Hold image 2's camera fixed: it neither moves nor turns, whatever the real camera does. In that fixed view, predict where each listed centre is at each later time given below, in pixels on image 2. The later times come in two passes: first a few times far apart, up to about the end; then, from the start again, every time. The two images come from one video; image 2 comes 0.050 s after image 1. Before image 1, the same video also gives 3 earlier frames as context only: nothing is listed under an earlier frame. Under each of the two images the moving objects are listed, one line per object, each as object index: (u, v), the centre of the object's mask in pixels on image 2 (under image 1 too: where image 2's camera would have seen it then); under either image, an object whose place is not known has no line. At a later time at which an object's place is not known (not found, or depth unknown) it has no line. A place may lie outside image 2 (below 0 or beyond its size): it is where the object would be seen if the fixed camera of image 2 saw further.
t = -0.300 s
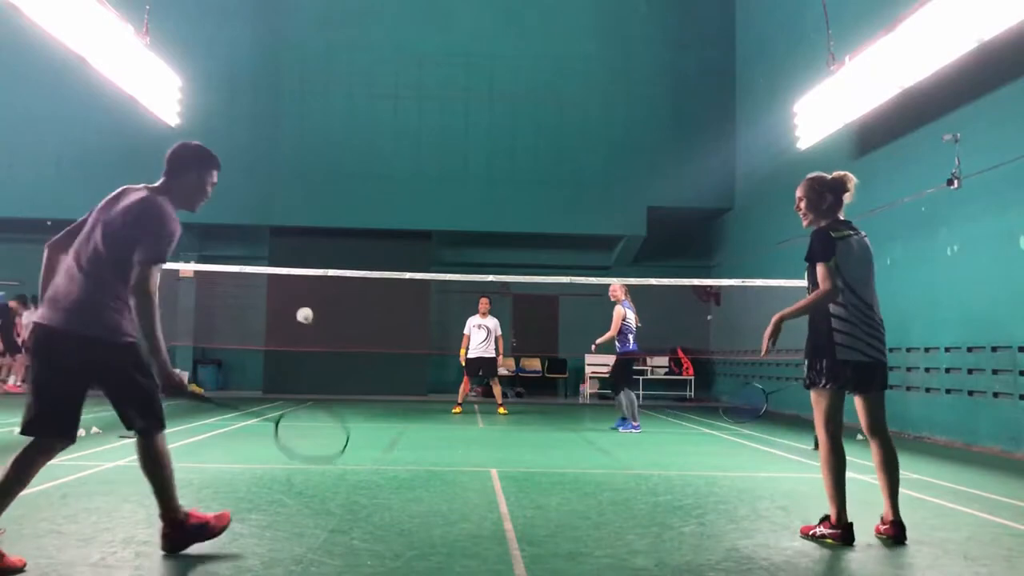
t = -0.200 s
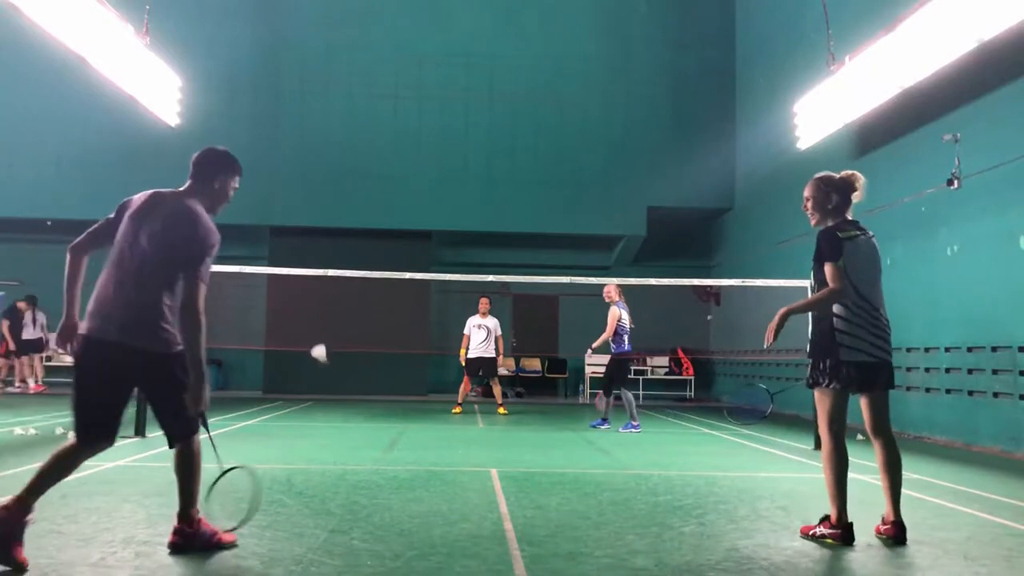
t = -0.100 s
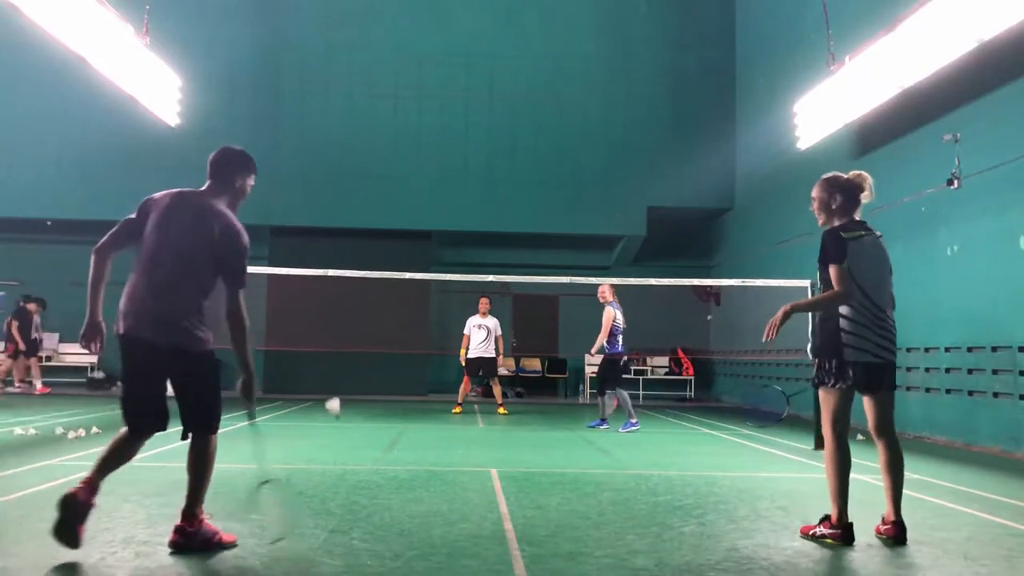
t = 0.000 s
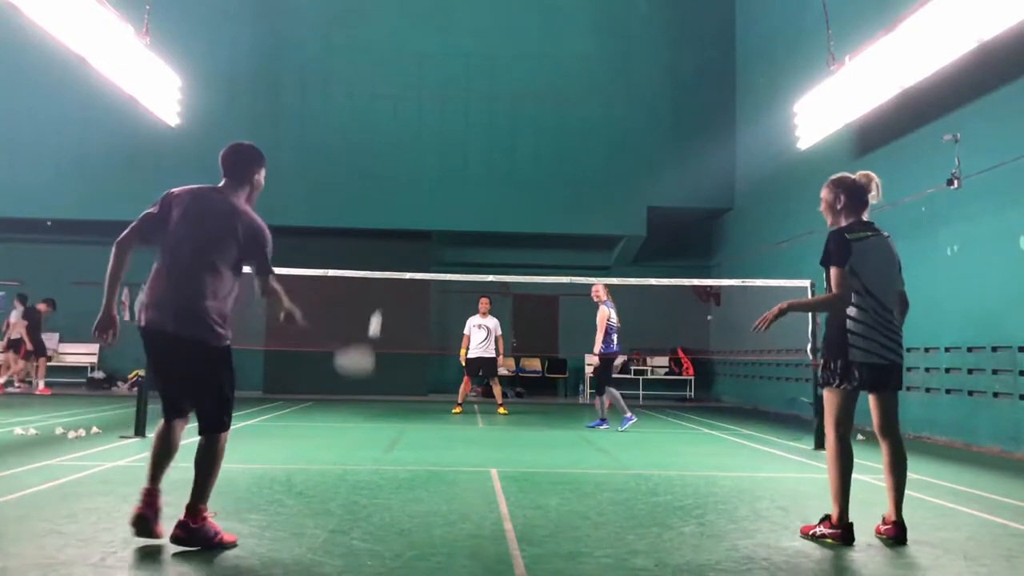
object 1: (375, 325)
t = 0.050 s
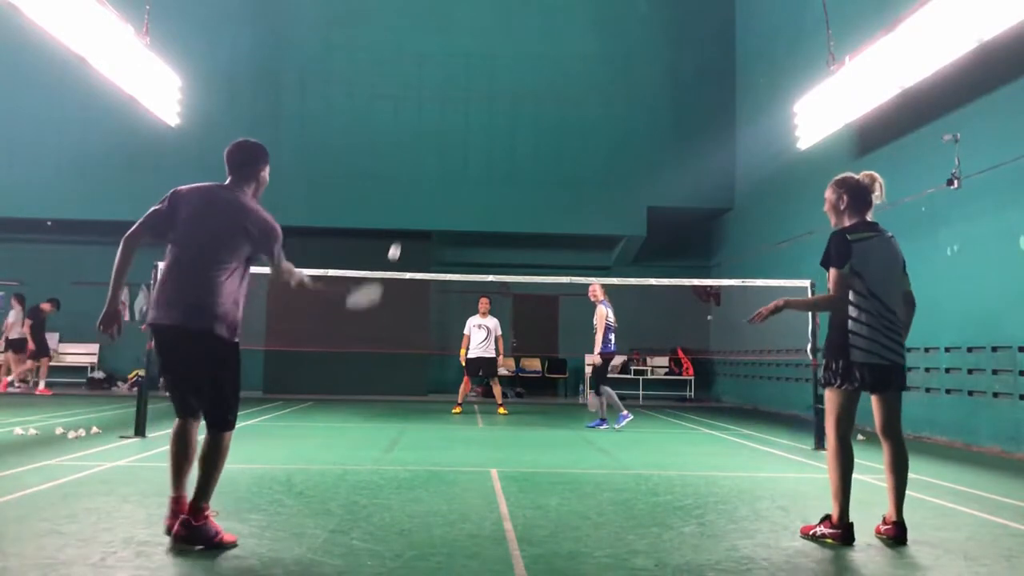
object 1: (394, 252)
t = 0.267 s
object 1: (432, 130)
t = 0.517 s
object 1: (450, 116)
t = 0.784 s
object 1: (460, 162)
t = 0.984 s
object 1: (465, 222)
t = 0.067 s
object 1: (400, 235)
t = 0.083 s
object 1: (404, 220)
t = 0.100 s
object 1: (408, 206)
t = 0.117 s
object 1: (411, 194)
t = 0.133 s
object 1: (414, 183)
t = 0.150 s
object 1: (417, 173)
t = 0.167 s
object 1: (420, 165)
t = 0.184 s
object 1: (423, 157)
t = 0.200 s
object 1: (425, 149)
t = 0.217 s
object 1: (427, 144)
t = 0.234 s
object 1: (428, 138)
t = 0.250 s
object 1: (430, 134)
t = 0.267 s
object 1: (432, 130)
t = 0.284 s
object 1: (434, 126)
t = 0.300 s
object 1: (436, 123)
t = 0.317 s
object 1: (437, 120)
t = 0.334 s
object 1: (439, 118)
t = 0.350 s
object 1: (440, 116)
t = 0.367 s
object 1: (441, 115)
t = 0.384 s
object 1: (442, 114)
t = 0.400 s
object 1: (443, 113)
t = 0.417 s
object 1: (444, 113)
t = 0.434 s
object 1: (445, 113)
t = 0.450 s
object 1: (446, 113)
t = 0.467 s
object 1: (447, 113)
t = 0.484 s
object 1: (448, 114)
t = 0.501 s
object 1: (449, 115)
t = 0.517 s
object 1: (450, 116)
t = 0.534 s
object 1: (451, 117)
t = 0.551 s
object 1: (451, 119)
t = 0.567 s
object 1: (452, 121)
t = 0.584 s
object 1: (453, 123)
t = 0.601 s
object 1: (453, 125)
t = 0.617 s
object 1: (454, 127)
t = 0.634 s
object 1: (455, 130)
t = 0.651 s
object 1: (455, 133)
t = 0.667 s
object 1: (456, 136)
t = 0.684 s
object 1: (457, 139)
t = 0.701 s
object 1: (457, 143)
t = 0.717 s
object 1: (458, 146)
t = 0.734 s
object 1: (459, 150)
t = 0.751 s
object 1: (459, 154)
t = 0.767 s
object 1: (460, 158)
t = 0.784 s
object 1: (460, 162)
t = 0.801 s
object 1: (461, 166)
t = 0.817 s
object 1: (461, 171)
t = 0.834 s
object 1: (461, 176)
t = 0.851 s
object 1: (462, 180)
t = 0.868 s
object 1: (462, 185)
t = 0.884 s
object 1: (463, 190)
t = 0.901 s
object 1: (464, 195)
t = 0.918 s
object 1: (464, 200)
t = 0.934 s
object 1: (464, 205)
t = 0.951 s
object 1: (465, 211)
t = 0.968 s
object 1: (465, 216)
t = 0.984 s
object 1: (465, 222)
